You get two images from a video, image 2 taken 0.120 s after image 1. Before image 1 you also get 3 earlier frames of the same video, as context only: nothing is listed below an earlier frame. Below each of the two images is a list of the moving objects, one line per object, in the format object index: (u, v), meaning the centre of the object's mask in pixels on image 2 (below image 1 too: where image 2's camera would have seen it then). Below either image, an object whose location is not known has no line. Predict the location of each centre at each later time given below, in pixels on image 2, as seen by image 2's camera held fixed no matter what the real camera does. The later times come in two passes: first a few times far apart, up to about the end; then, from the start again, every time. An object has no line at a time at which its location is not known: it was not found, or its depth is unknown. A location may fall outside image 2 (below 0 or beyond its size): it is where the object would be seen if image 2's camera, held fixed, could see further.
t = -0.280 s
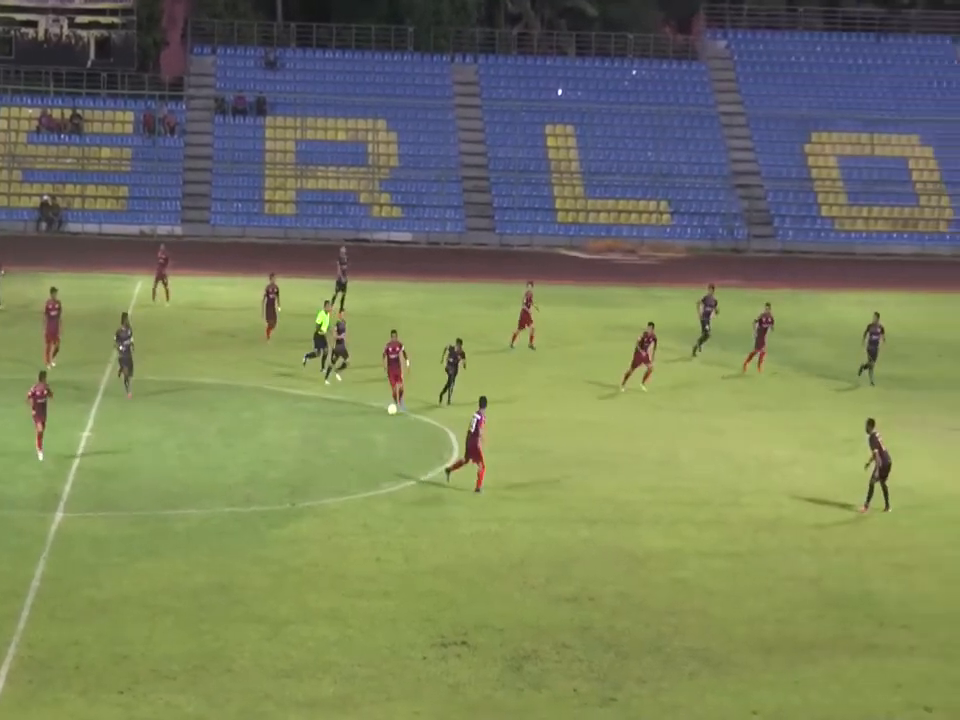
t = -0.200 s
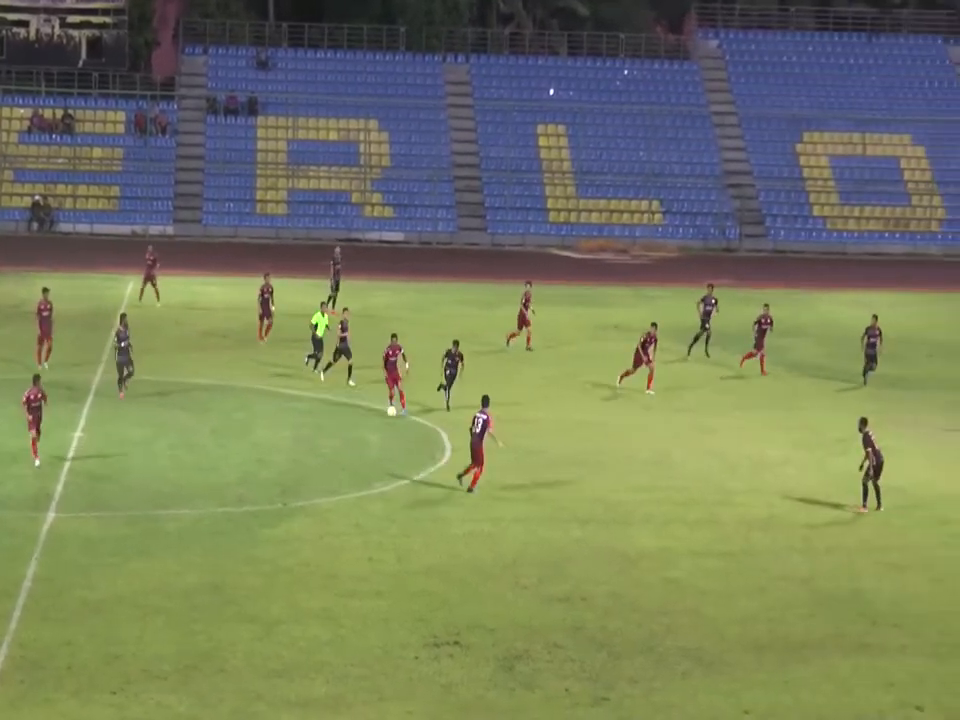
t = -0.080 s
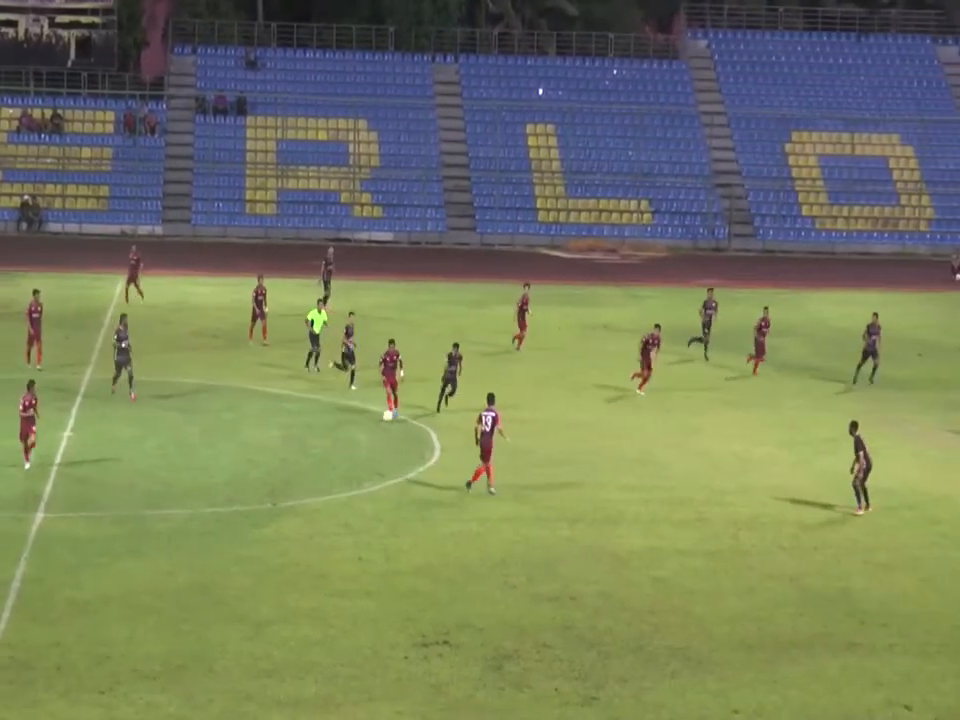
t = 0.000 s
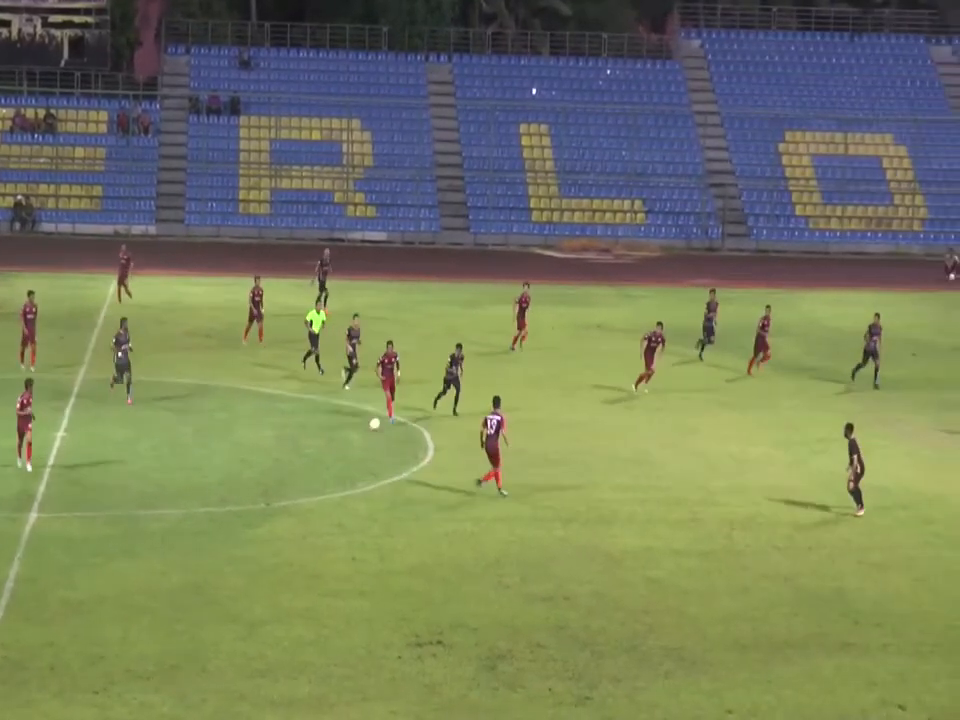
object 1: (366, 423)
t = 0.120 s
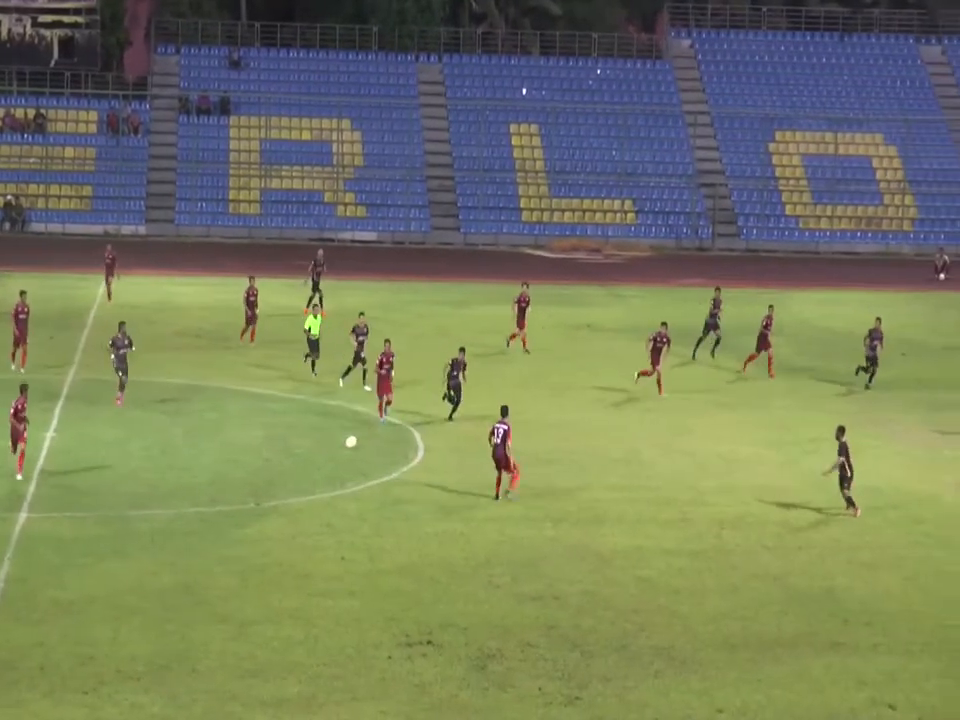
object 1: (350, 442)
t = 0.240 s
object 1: (334, 456)
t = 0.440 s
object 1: (304, 482)
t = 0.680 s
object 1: (264, 513)
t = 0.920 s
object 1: (224, 539)
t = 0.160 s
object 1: (345, 448)
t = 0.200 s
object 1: (339, 452)
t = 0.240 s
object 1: (334, 456)
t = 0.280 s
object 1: (329, 463)
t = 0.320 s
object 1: (322, 469)
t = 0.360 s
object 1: (316, 474)
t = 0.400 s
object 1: (310, 478)
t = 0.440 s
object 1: (304, 482)
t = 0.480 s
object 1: (297, 488)
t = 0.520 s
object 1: (291, 494)
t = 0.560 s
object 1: (284, 500)
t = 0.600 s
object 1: (277, 504)
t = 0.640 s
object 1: (271, 508)
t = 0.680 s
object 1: (264, 513)
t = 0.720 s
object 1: (257, 519)
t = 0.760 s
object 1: (250, 523)
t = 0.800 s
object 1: (244, 527)
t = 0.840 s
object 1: (237, 531)
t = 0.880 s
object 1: (230, 536)
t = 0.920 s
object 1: (224, 539)
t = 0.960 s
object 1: (217, 543)
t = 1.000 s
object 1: (210, 547)
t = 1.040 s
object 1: (204, 550)
